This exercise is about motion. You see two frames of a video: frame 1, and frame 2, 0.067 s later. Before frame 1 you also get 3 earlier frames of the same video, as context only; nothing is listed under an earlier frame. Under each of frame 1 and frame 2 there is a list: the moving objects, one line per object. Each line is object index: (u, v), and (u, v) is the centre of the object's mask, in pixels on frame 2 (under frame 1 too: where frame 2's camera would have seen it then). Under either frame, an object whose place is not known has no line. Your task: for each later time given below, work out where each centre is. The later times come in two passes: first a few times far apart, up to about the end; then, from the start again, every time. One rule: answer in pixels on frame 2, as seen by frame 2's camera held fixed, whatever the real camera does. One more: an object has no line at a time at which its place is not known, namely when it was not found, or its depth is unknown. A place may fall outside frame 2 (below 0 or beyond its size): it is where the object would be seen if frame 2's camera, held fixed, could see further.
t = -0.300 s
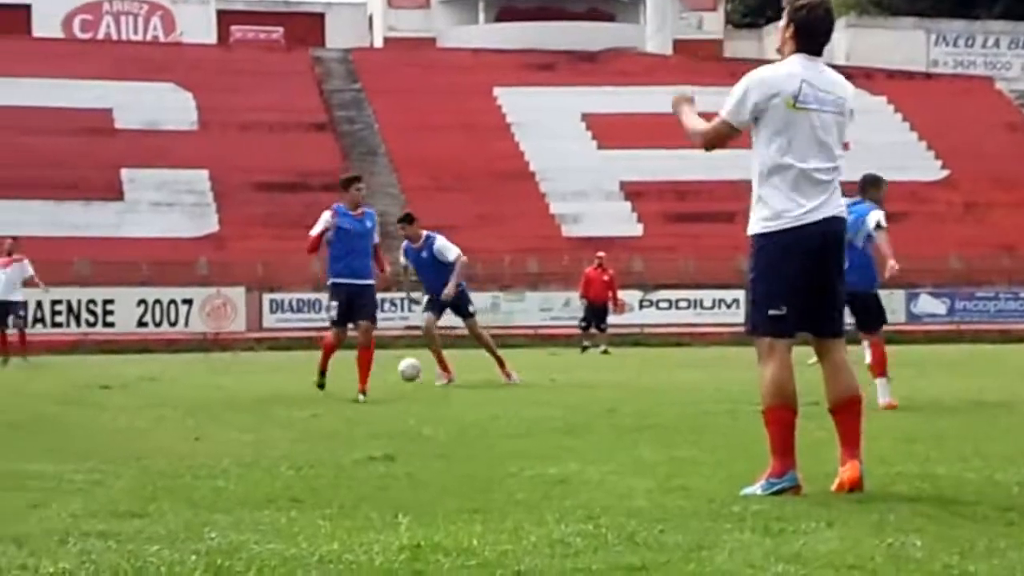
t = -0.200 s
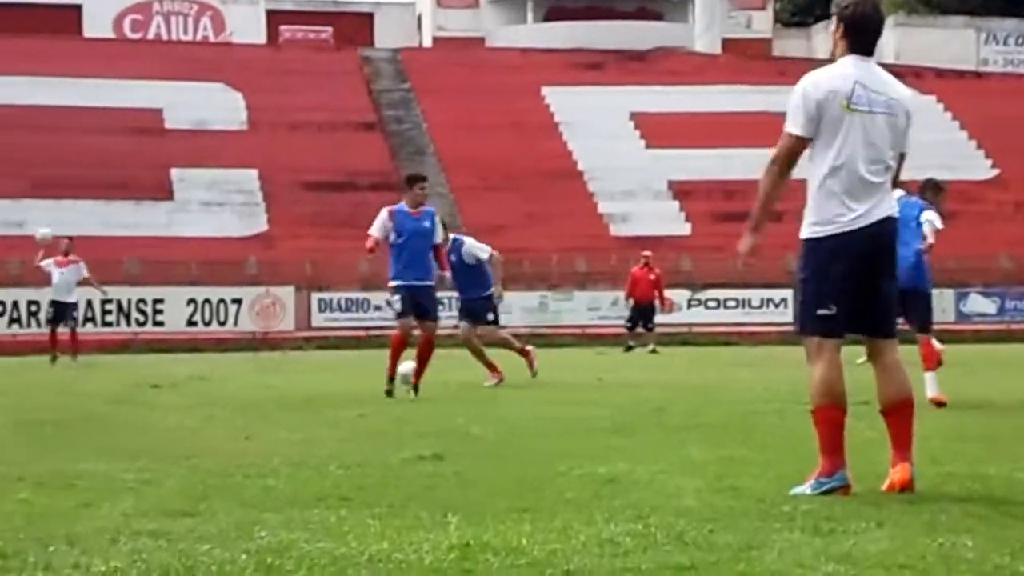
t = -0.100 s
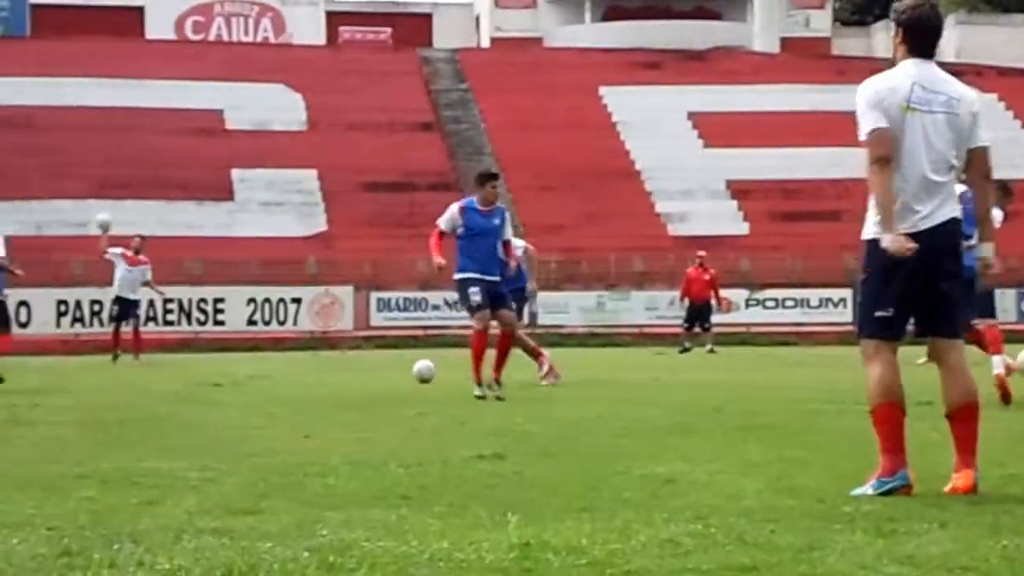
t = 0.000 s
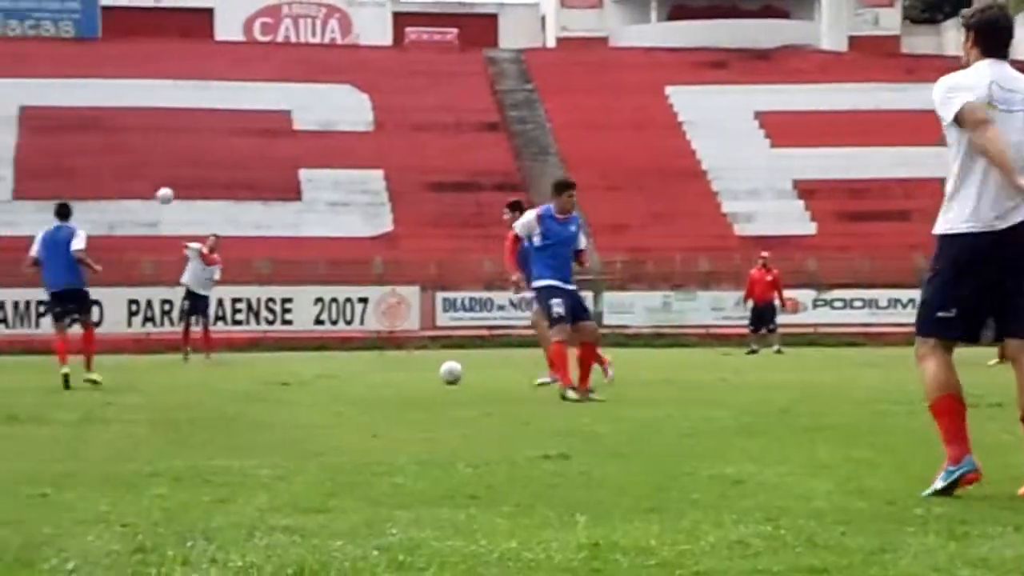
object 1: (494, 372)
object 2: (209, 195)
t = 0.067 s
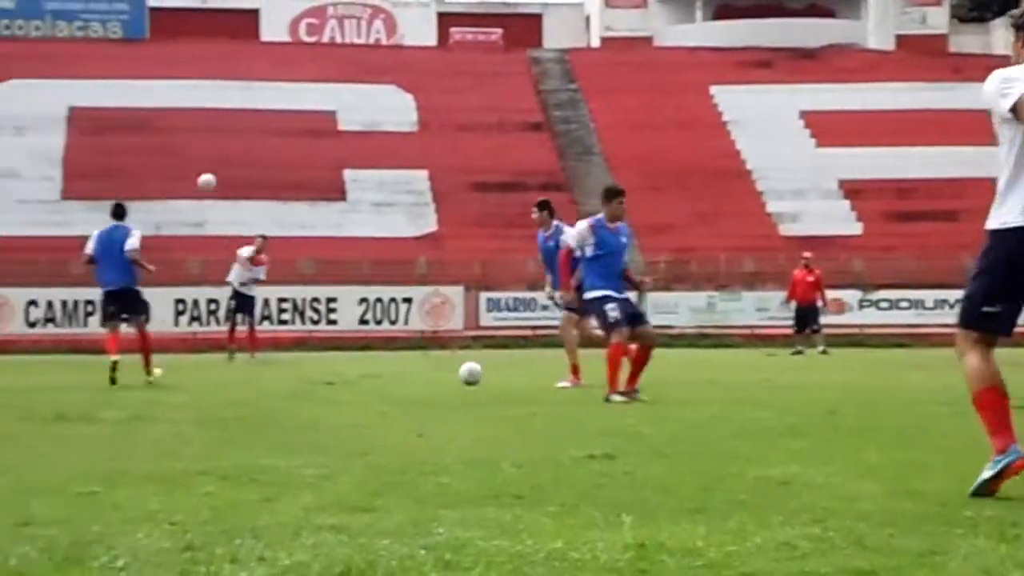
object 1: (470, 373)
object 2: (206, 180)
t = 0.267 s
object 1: (401, 374)
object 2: (194, 155)
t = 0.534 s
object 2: (175, 163)
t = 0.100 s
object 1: (459, 373)
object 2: (204, 175)
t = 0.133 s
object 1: (446, 373)
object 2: (202, 169)
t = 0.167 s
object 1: (435, 373)
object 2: (200, 165)
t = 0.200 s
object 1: (424, 373)
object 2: (198, 161)
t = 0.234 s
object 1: (413, 374)
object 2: (197, 158)
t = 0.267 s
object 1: (401, 374)
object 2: (194, 155)
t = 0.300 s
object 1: (390, 373)
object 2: (192, 153)
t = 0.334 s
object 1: (380, 374)
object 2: (190, 152)
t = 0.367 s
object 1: (368, 374)
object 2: (187, 152)
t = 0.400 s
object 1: (357, 374)
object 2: (185, 152)
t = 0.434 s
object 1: (347, 374)
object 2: (183, 153)
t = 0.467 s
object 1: (336, 374)
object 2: (180, 156)
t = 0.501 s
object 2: (178, 159)
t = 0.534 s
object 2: (175, 163)
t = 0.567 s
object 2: (172, 168)
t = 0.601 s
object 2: (170, 174)
